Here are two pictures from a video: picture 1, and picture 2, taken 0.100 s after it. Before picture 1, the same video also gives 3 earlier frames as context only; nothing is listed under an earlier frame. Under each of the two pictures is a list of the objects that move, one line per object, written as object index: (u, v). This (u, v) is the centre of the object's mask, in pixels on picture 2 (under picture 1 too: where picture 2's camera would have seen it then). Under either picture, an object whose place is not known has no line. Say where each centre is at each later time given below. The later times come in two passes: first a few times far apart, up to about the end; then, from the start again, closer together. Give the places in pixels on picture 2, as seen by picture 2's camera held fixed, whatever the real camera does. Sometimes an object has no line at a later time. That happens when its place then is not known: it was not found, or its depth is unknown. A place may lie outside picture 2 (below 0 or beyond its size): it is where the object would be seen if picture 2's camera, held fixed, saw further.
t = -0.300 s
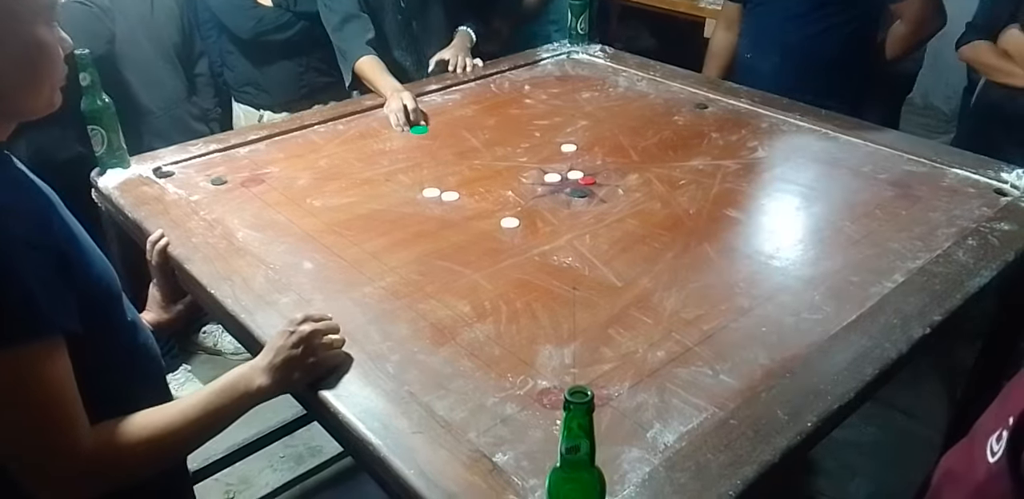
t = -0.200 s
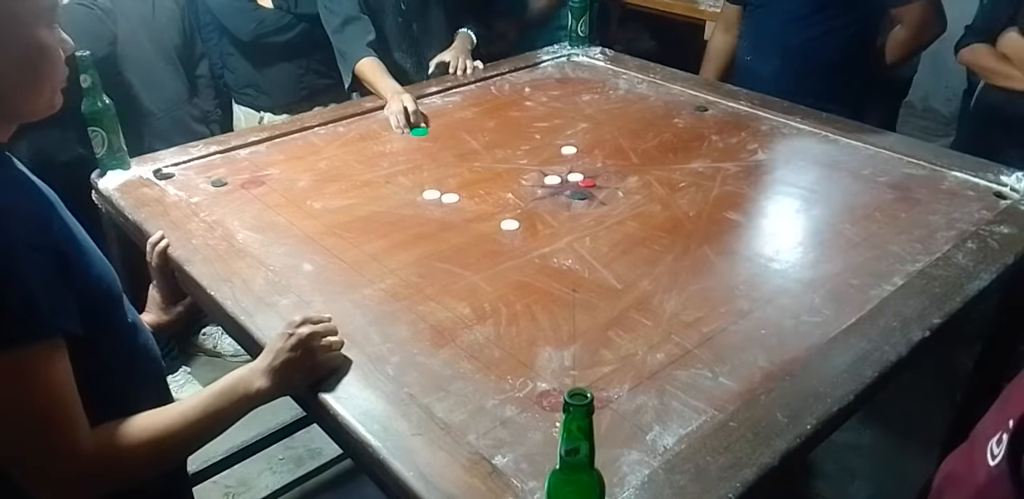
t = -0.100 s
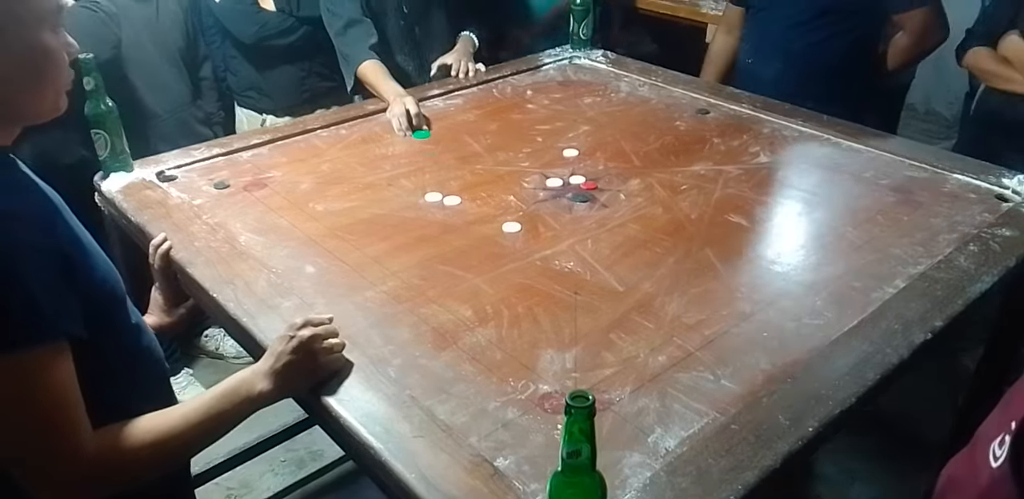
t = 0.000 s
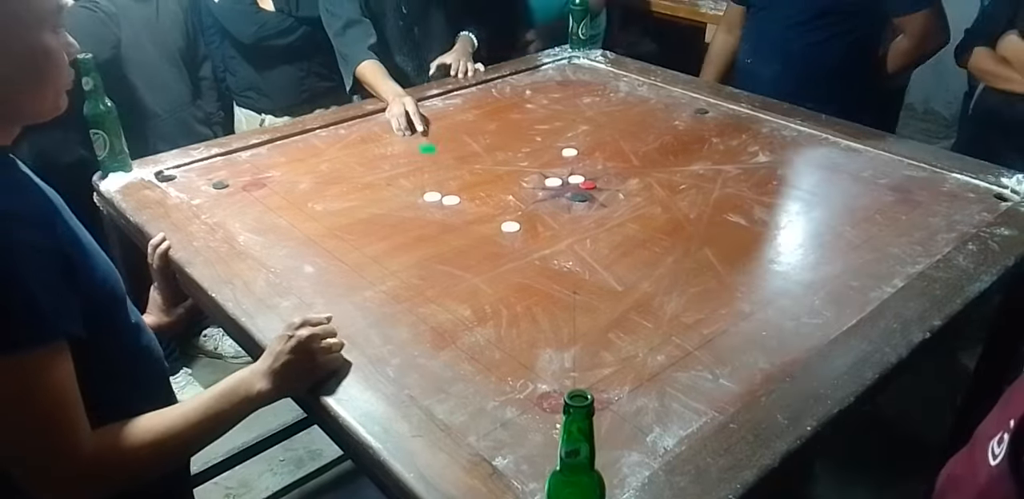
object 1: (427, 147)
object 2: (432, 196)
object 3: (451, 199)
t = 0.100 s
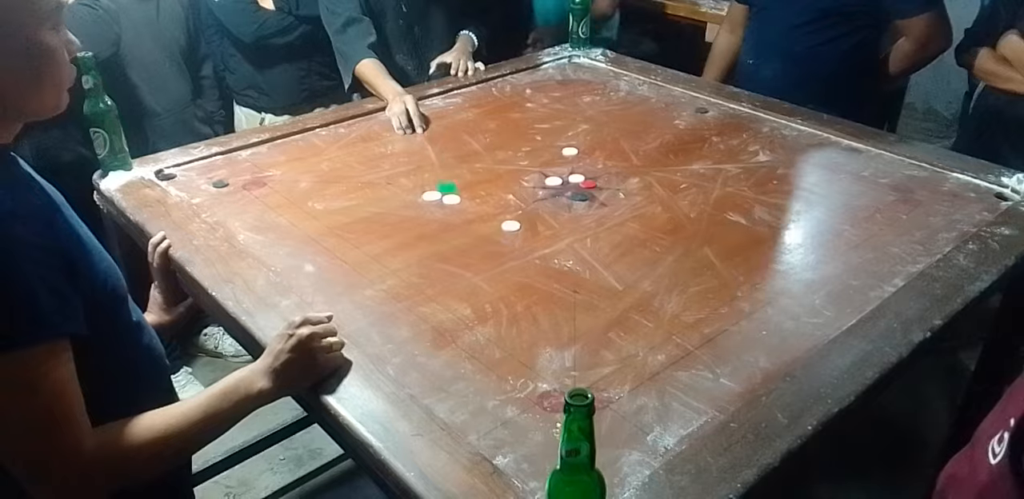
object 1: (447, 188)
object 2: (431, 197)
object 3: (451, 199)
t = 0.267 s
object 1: (492, 201)
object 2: (377, 220)
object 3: (481, 267)
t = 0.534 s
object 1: (525, 209)
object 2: (321, 246)
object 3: (543, 398)
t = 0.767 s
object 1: (525, 209)
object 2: (314, 249)
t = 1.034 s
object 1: (525, 209)
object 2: (314, 249)
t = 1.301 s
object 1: (526, 209)
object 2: (314, 249)
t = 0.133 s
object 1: (457, 193)
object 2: (422, 200)
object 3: (455, 209)
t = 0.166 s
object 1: (467, 196)
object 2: (410, 206)
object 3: (461, 223)
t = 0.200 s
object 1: (476, 198)
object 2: (398, 211)
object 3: (468, 237)
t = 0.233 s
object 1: (485, 200)
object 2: (387, 216)
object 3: (474, 252)
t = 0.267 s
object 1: (492, 201)
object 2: (377, 220)
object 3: (481, 267)
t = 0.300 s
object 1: (499, 203)
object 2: (367, 225)
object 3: (488, 282)
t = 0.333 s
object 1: (506, 205)
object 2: (358, 229)
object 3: (495, 298)
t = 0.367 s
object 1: (511, 205)
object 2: (349, 233)
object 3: (503, 314)
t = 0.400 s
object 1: (515, 206)
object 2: (342, 236)
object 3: (510, 330)
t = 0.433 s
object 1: (518, 207)
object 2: (335, 239)
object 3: (518, 347)
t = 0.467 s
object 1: (521, 208)
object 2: (330, 242)
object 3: (526, 364)
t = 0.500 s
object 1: (523, 209)
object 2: (325, 244)
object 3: (534, 381)
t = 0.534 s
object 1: (525, 209)
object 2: (321, 246)
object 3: (543, 398)
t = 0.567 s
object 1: (525, 209)
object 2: (318, 247)
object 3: (549, 414)
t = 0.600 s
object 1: (525, 209)
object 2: (315, 248)
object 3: (553, 429)
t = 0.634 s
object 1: (525, 209)
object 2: (314, 249)
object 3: (555, 443)
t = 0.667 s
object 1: (525, 209)
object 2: (314, 249)
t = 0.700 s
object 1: (525, 209)
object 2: (314, 249)
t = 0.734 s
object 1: (525, 209)
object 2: (314, 249)
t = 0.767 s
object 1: (525, 209)
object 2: (314, 249)
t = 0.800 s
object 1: (525, 209)
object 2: (314, 249)
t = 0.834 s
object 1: (525, 209)
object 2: (314, 249)
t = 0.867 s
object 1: (525, 209)
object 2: (314, 249)
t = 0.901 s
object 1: (525, 209)
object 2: (314, 249)
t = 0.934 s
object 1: (525, 209)
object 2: (314, 249)
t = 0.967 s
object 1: (525, 209)
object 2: (314, 249)
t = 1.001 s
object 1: (525, 209)
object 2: (314, 249)
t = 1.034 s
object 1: (525, 209)
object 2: (314, 249)
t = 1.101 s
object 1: (525, 209)
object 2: (314, 249)
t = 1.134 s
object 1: (525, 209)
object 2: (314, 249)
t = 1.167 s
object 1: (526, 209)
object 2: (314, 249)
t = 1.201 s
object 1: (526, 209)
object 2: (314, 249)
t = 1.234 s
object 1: (525, 209)
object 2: (314, 249)
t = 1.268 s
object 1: (525, 209)
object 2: (314, 249)
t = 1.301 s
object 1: (526, 209)
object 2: (314, 249)
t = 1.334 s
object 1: (526, 209)
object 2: (314, 249)
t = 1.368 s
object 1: (525, 209)
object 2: (314, 249)
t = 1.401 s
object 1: (525, 209)
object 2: (314, 249)
